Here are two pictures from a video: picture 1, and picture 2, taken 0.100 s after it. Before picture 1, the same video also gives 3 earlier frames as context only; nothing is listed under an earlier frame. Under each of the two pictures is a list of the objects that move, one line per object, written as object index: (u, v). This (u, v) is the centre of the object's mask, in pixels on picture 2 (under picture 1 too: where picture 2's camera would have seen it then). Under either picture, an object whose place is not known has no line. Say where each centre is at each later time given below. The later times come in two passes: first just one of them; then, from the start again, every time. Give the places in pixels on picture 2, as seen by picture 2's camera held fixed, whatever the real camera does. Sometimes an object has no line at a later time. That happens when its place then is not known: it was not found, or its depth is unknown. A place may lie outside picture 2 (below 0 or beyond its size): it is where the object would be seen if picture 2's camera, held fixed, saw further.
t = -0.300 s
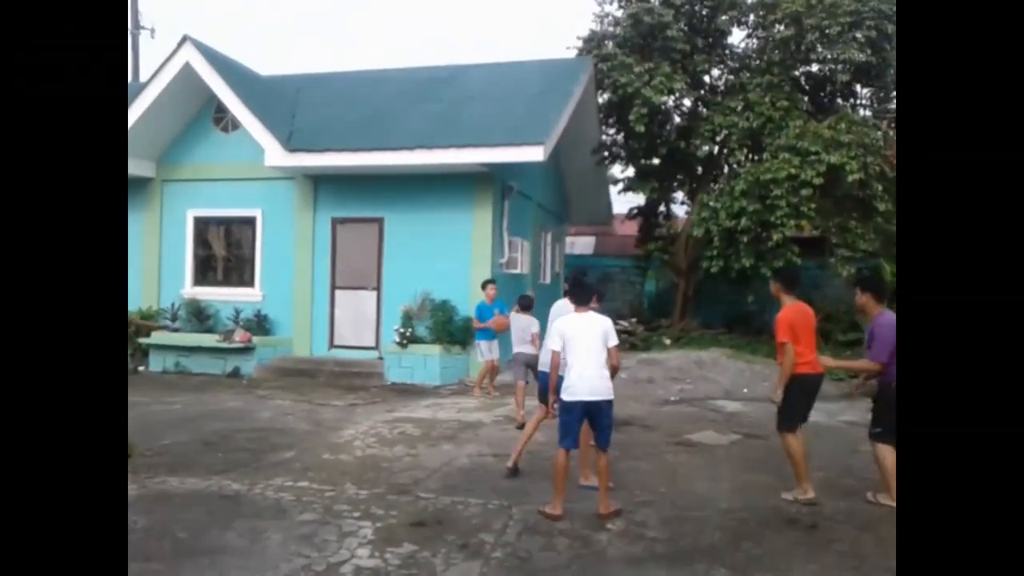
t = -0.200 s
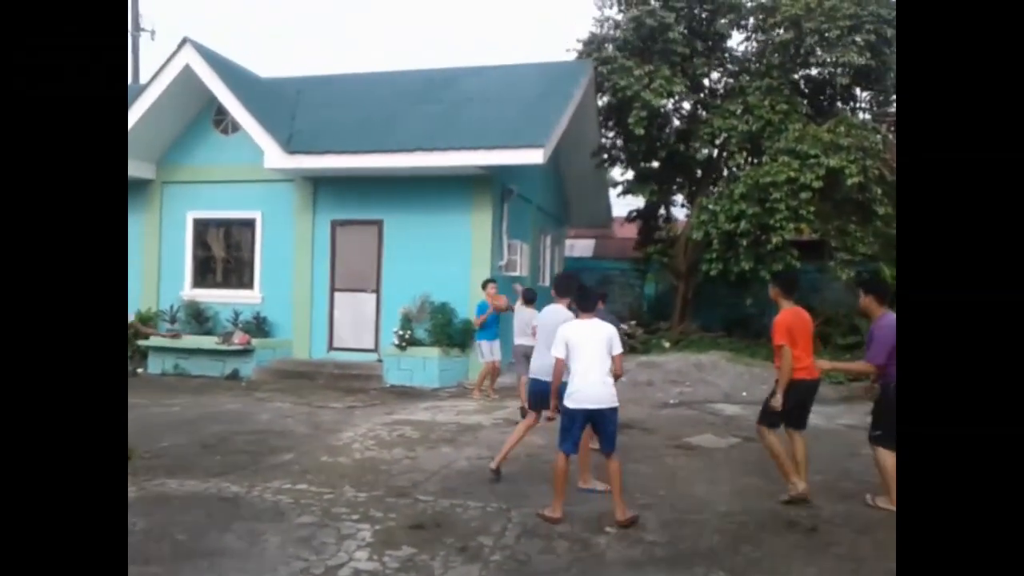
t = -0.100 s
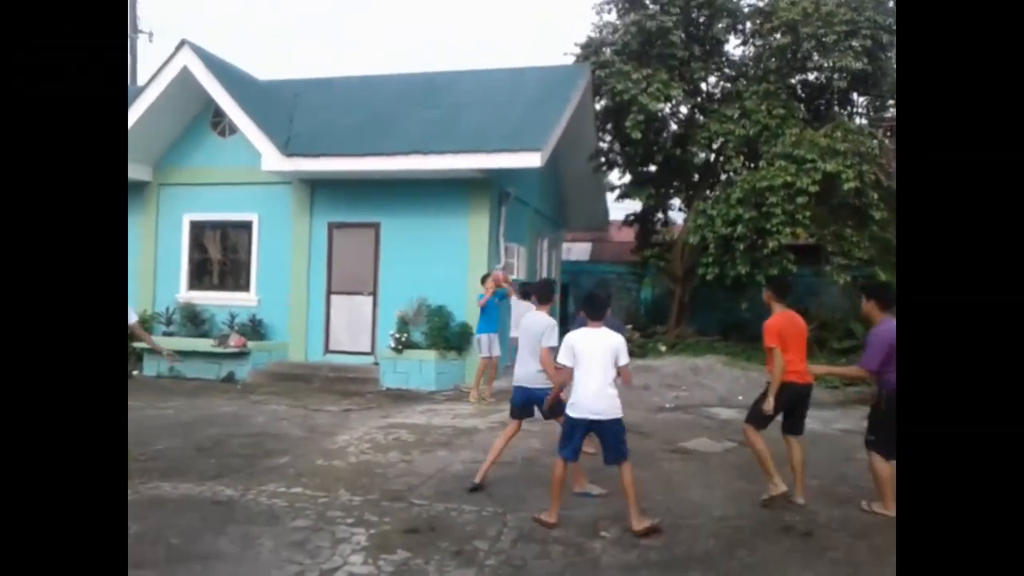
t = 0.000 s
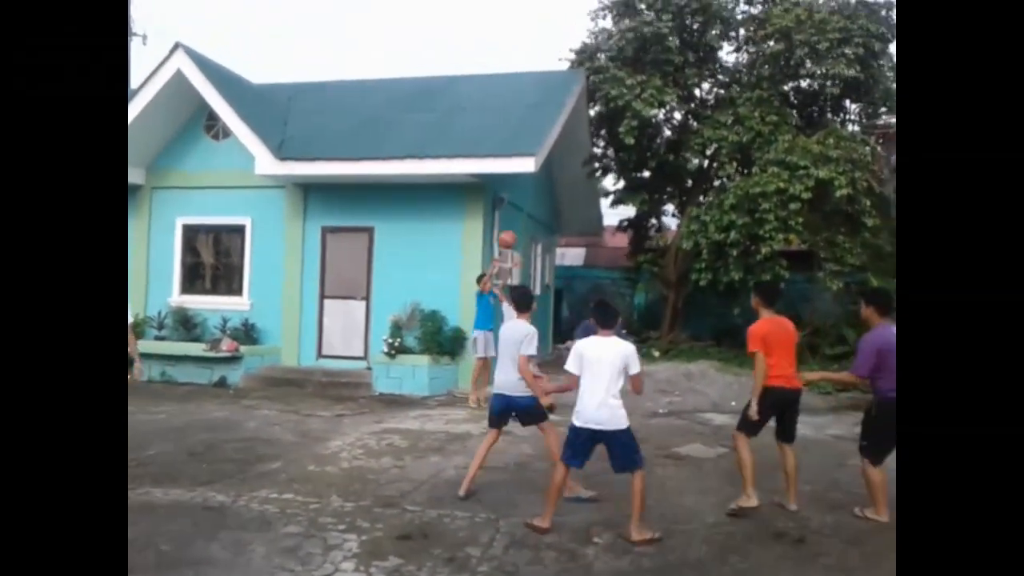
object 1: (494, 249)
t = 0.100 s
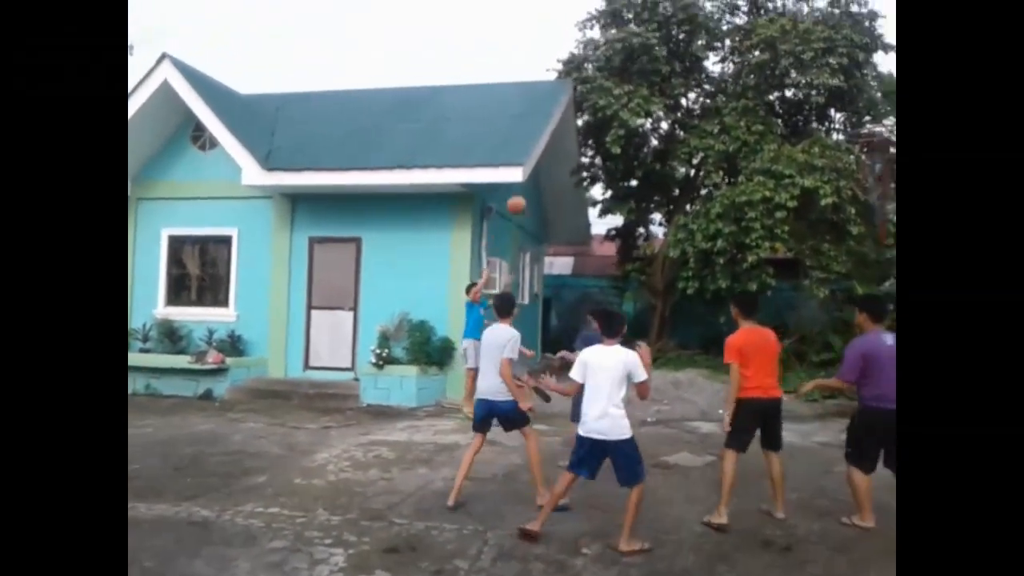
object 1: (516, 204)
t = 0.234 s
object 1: (547, 150)
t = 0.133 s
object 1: (523, 190)
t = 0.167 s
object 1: (532, 177)
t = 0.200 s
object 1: (540, 163)
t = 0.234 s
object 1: (547, 150)
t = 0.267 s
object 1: (556, 137)
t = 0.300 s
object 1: (563, 125)
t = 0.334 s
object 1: (573, 116)
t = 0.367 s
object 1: (584, 108)
